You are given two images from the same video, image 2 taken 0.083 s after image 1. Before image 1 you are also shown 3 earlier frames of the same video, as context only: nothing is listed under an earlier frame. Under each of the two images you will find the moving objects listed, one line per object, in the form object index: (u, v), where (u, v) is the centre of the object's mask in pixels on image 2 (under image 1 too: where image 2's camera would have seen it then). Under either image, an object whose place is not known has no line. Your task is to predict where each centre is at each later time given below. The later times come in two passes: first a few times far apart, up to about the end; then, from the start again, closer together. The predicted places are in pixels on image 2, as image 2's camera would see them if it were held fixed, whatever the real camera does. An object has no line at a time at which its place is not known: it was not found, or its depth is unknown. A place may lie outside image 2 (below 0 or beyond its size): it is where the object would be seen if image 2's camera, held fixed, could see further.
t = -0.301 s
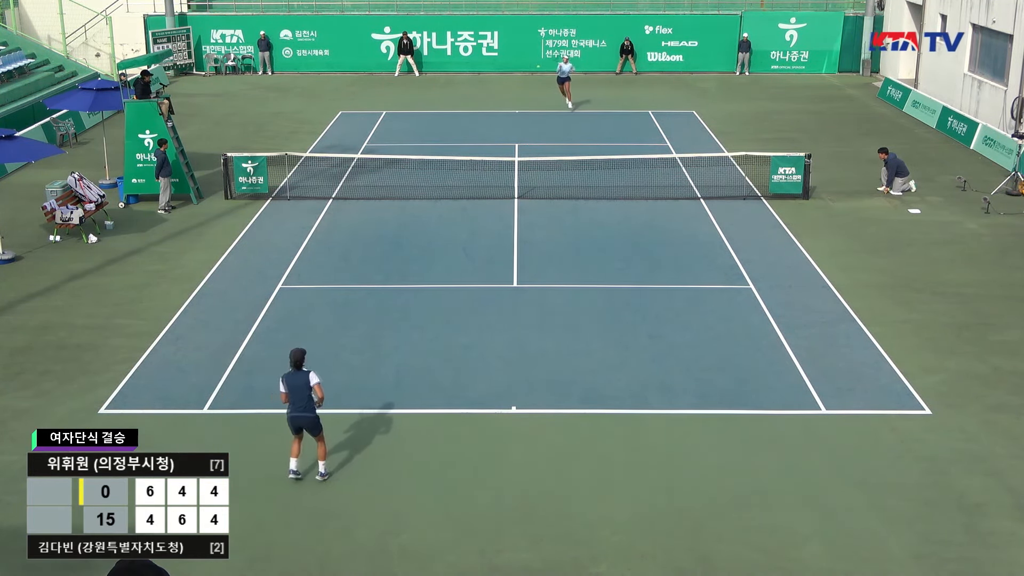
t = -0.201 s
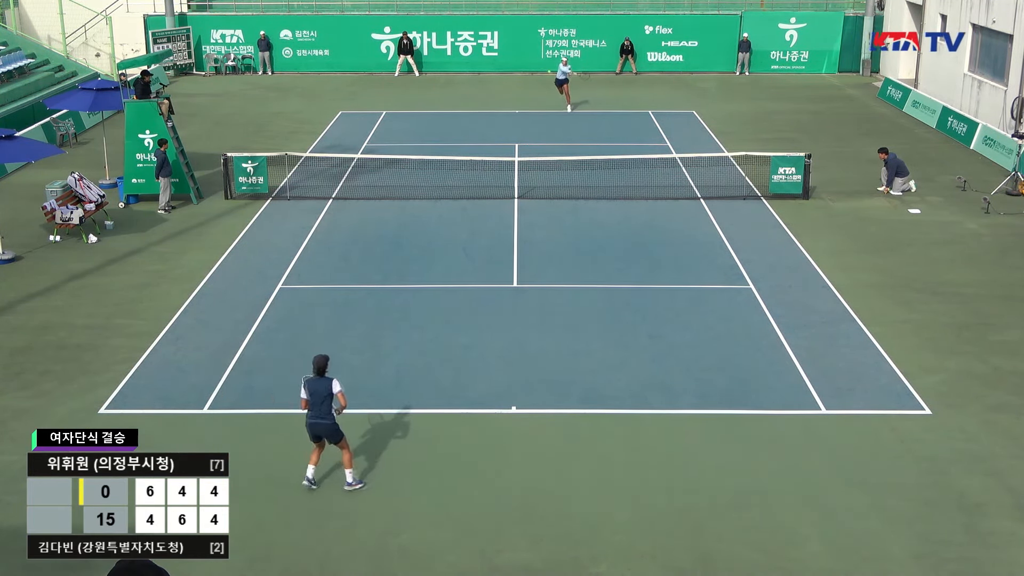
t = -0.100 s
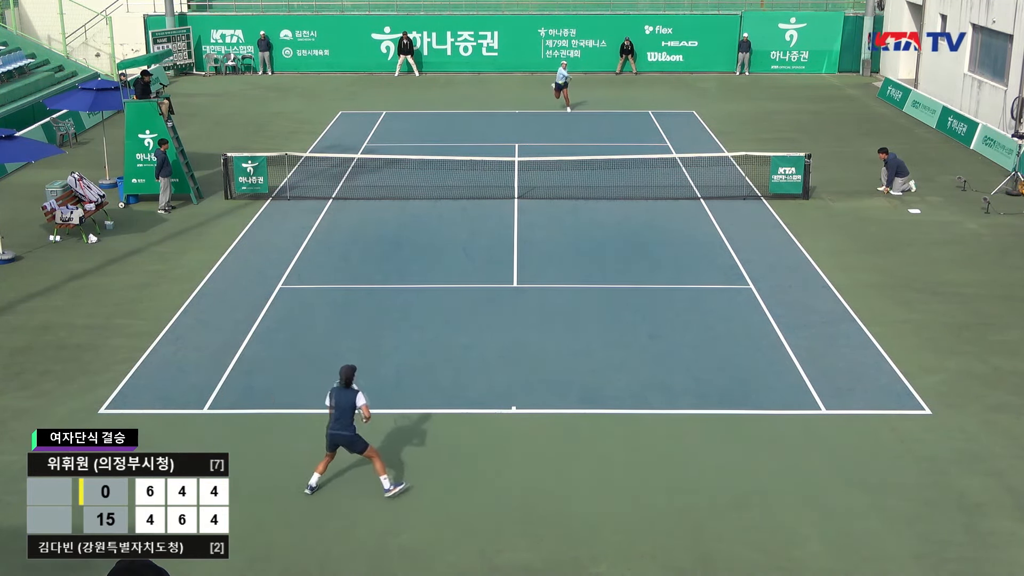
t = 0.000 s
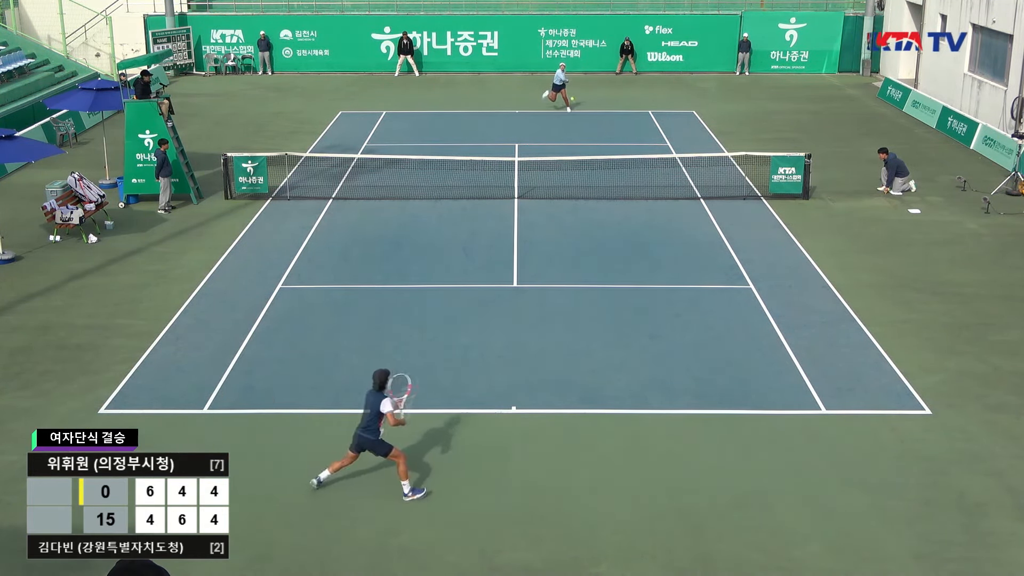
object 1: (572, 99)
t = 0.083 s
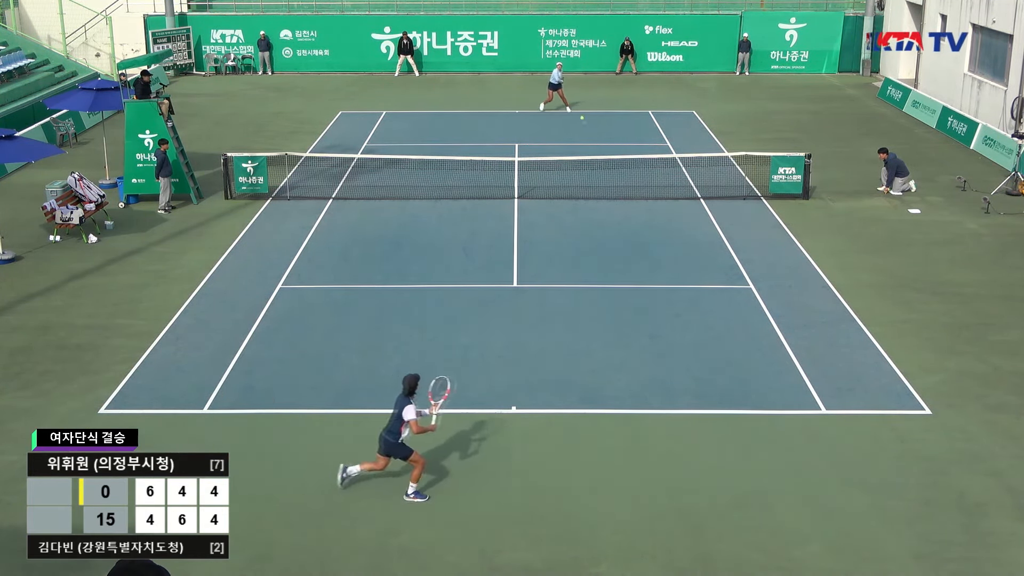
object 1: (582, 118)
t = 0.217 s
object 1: (599, 161)
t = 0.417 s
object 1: (627, 262)
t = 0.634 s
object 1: (660, 349)
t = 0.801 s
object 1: (688, 362)
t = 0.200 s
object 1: (596, 155)
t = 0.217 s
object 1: (599, 161)
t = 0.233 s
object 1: (601, 168)
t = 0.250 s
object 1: (603, 175)
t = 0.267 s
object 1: (605, 182)
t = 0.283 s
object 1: (608, 190)
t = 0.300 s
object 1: (610, 198)
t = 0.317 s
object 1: (612, 206)
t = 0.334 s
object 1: (614, 214)
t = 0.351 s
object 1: (617, 223)
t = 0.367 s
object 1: (619, 232)
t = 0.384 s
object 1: (622, 242)
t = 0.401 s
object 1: (624, 252)
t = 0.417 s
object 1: (627, 262)
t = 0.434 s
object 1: (629, 273)
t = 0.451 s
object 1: (631, 284)
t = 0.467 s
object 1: (634, 296)
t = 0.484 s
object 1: (637, 308)
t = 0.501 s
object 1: (639, 321)
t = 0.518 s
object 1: (642, 334)
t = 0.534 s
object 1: (645, 347)
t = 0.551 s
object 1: (648, 351)
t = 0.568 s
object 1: (651, 350)
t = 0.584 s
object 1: (653, 350)
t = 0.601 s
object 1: (656, 349)
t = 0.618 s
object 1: (657, 349)
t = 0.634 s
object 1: (660, 349)
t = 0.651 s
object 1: (663, 349)
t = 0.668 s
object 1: (665, 349)
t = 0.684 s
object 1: (668, 350)
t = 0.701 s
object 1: (671, 351)
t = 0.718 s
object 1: (674, 352)
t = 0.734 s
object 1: (676, 353)
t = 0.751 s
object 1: (679, 355)
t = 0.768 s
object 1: (682, 357)
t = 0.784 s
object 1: (685, 359)
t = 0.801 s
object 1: (688, 362)
